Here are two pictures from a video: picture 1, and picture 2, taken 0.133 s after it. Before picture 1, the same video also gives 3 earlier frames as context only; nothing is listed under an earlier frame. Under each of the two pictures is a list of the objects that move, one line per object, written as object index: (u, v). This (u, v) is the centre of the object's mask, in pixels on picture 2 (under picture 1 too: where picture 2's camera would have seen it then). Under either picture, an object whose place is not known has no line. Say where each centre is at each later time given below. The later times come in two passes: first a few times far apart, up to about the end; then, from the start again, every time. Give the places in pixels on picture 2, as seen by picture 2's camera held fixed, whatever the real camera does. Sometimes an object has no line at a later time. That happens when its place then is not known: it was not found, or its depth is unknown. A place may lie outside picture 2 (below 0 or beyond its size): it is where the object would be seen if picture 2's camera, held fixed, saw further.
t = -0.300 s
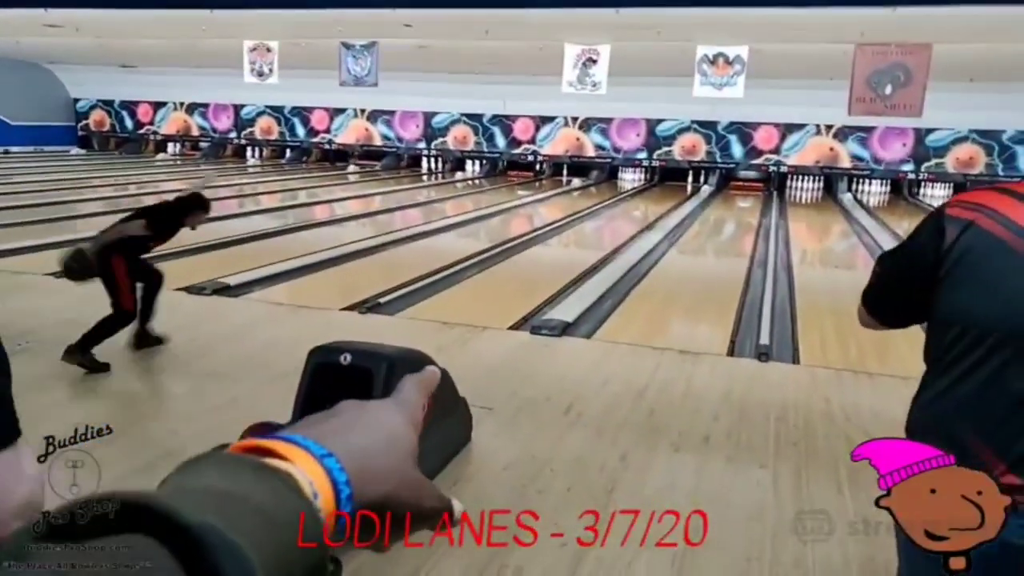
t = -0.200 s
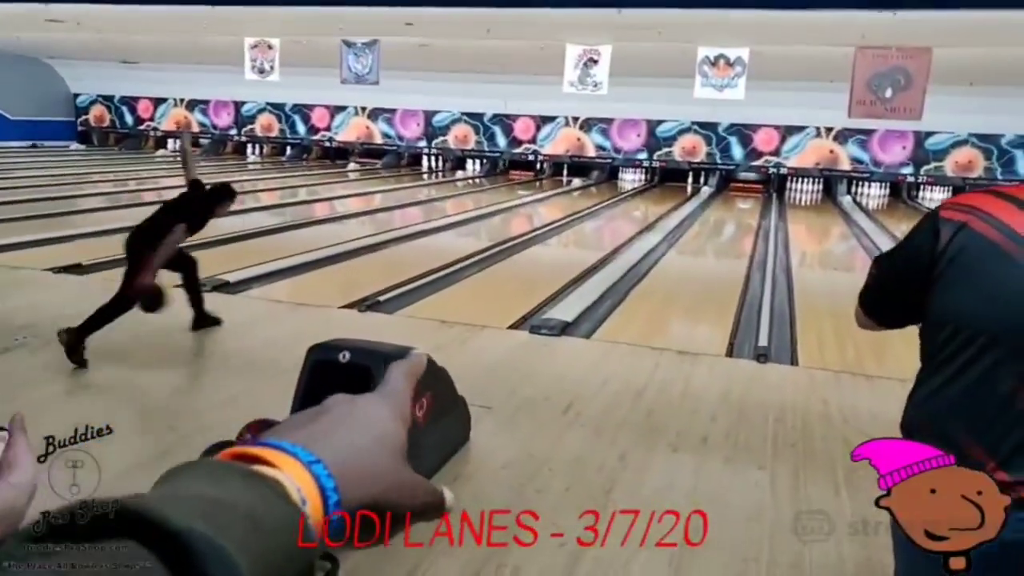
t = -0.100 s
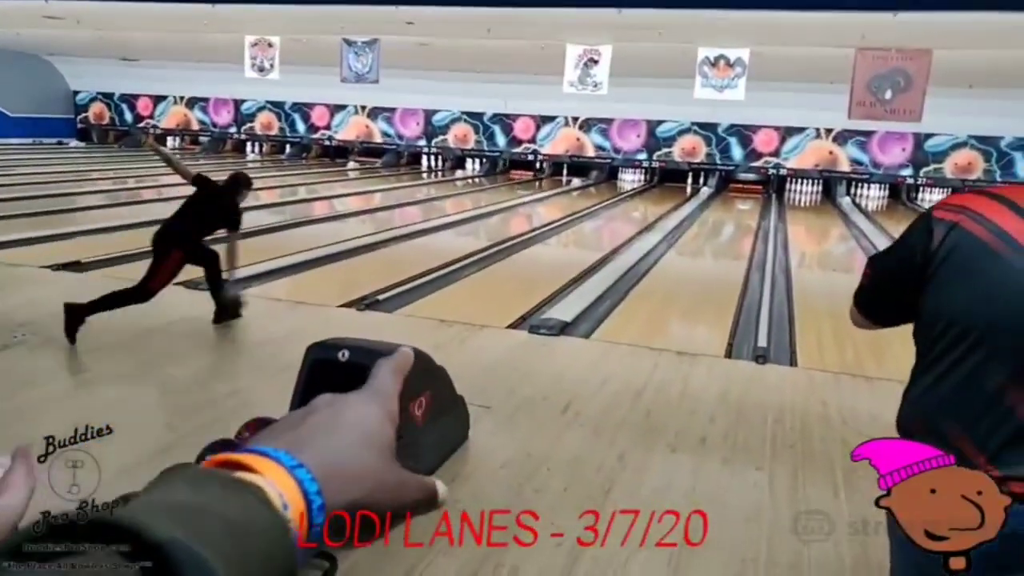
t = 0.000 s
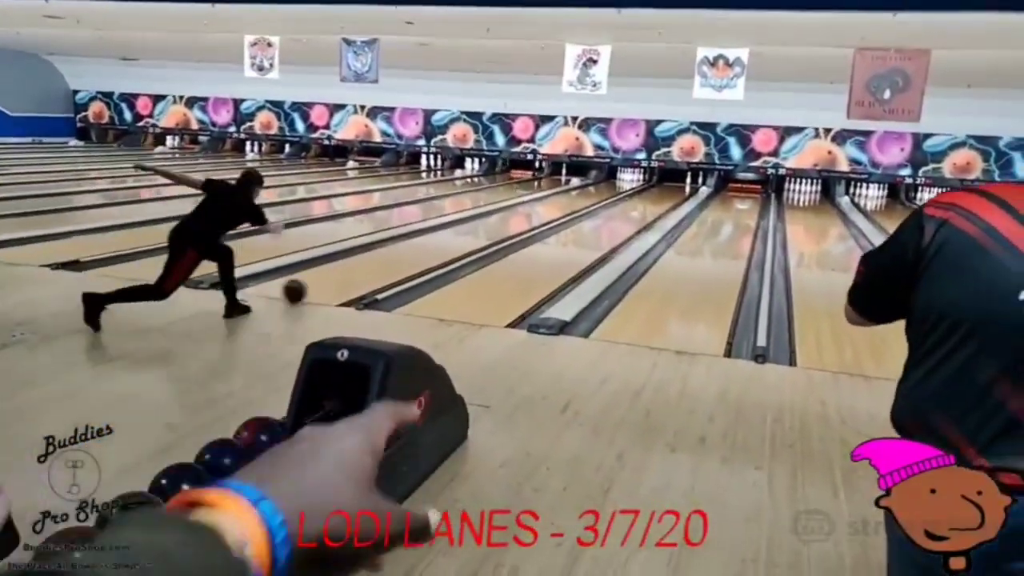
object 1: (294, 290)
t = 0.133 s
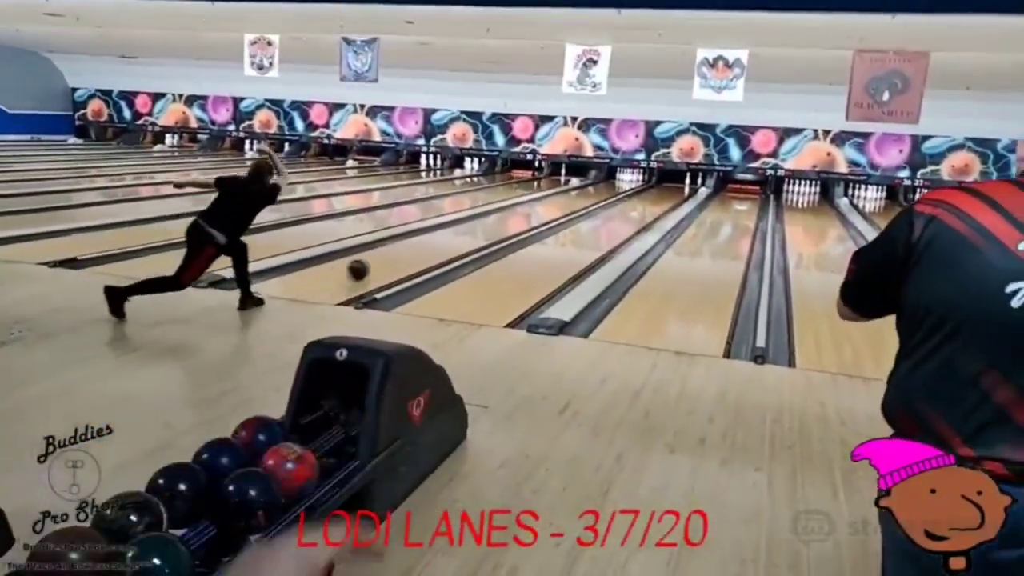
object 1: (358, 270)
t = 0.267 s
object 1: (407, 254)
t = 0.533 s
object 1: (476, 232)
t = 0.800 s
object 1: (523, 217)
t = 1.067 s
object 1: (556, 206)
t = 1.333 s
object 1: (584, 197)
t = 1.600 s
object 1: (602, 191)
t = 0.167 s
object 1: (371, 266)
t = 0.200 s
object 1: (384, 262)
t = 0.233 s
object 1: (396, 258)
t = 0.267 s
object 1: (407, 254)
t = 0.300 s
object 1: (418, 250)
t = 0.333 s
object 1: (427, 247)
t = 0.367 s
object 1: (436, 245)
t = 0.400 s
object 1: (445, 241)
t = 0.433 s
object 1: (454, 239)
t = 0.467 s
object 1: (461, 236)
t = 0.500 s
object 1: (468, 234)
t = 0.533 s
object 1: (476, 232)
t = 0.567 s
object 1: (483, 230)
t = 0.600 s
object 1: (489, 228)
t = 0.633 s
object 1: (495, 226)
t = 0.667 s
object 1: (501, 224)
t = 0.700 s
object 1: (507, 222)
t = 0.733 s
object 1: (513, 220)
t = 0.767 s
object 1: (518, 218)
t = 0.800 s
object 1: (523, 217)
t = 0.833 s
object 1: (527, 216)
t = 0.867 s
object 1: (531, 214)
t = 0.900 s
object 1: (536, 213)
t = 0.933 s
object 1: (540, 211)
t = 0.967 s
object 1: (544, 210)
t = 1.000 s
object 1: (548, 208)
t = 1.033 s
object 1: (553, 207)
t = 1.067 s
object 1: (556, 206)
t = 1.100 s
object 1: (560, 205)
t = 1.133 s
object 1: (564, 204)
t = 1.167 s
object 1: (567, 203)
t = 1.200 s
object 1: (571, 202)
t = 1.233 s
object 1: (575, 201)
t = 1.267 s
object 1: (578, 199)
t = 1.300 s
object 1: (580, 199)
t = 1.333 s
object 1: (584, 197)
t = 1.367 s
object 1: (586, 196)
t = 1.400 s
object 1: (589, 195)
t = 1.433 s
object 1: (591, 195)
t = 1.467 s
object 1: (594, 194)
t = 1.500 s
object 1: (597, 193)
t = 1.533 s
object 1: (599, 192)
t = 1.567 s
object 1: (602, 192)
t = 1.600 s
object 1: (602, 191)
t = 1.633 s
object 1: (605, 191)
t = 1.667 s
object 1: (605, 191)
